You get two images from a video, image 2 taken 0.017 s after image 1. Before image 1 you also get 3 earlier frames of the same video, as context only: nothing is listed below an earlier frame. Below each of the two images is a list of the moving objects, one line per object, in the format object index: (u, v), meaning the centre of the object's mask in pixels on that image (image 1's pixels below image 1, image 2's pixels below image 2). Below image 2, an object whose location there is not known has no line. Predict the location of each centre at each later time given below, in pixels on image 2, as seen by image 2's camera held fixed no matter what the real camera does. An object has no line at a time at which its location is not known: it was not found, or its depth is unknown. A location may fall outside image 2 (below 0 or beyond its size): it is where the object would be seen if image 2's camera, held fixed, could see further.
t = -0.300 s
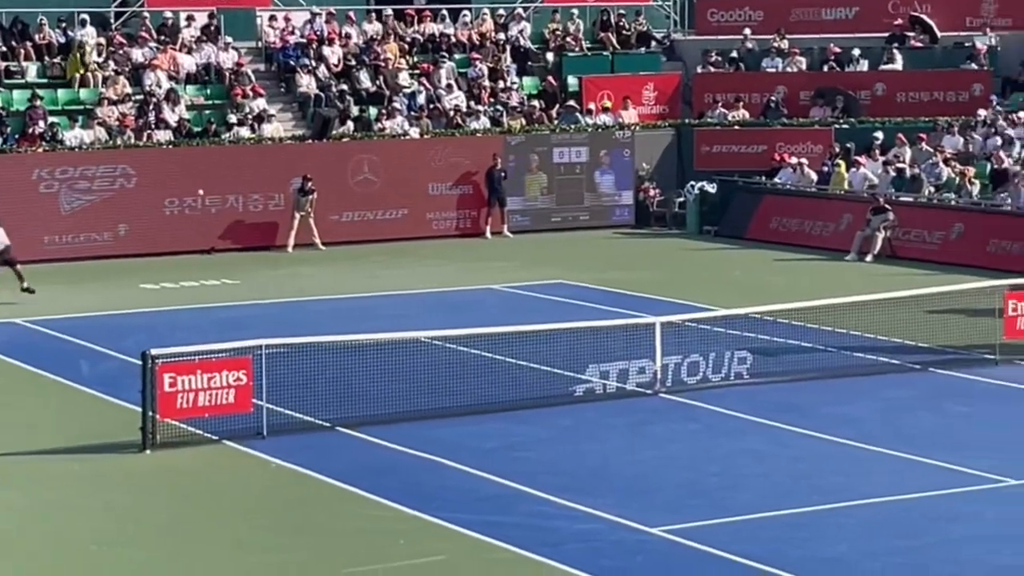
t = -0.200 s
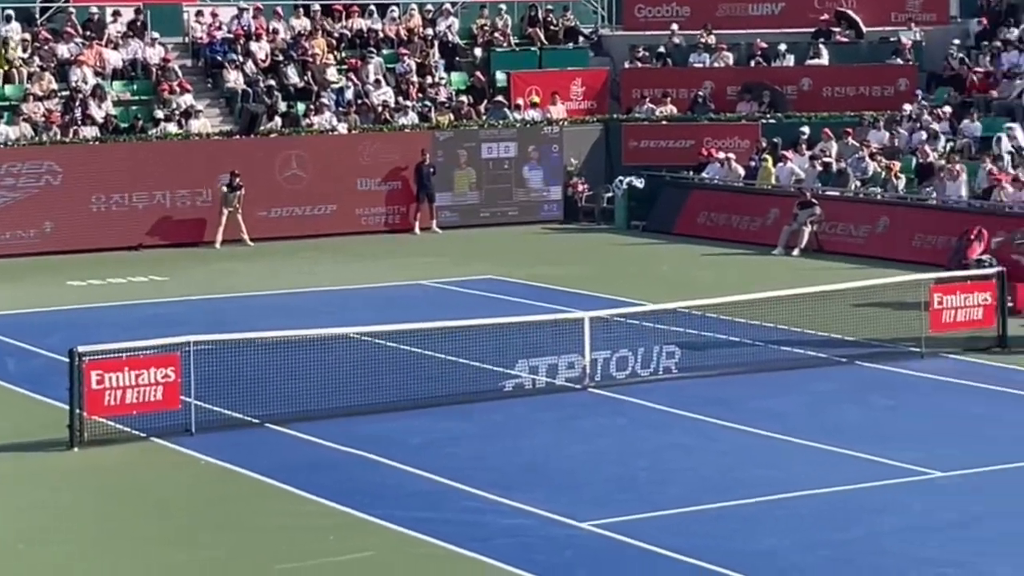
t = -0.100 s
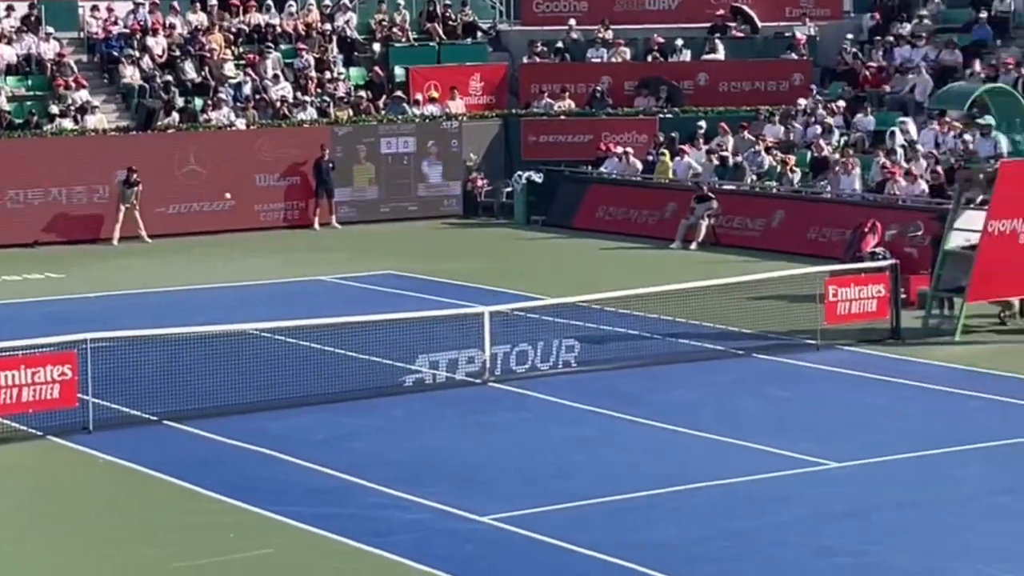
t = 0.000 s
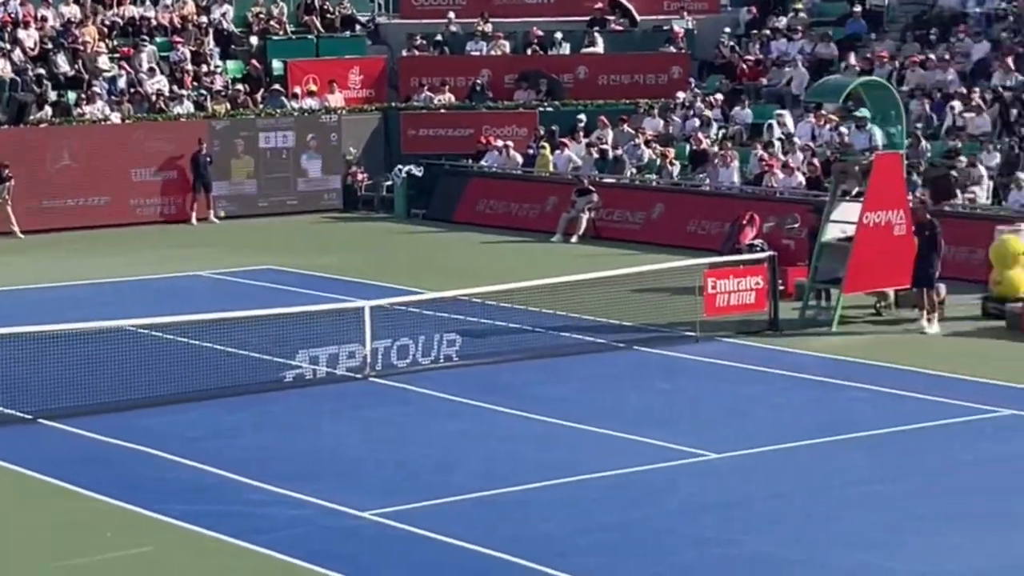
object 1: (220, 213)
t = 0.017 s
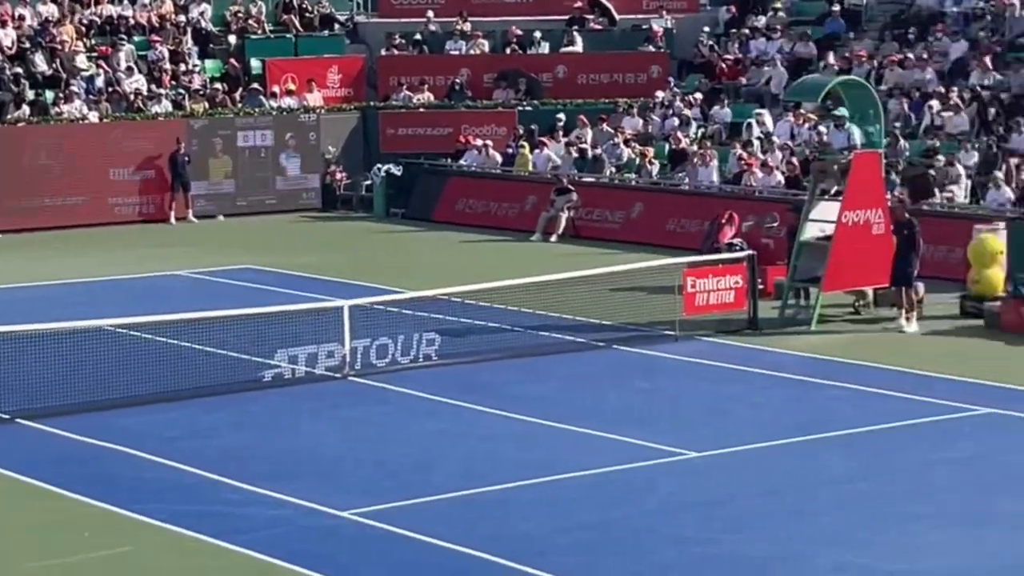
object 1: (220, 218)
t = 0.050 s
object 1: (261, 229)
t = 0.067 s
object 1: (281, 235)
